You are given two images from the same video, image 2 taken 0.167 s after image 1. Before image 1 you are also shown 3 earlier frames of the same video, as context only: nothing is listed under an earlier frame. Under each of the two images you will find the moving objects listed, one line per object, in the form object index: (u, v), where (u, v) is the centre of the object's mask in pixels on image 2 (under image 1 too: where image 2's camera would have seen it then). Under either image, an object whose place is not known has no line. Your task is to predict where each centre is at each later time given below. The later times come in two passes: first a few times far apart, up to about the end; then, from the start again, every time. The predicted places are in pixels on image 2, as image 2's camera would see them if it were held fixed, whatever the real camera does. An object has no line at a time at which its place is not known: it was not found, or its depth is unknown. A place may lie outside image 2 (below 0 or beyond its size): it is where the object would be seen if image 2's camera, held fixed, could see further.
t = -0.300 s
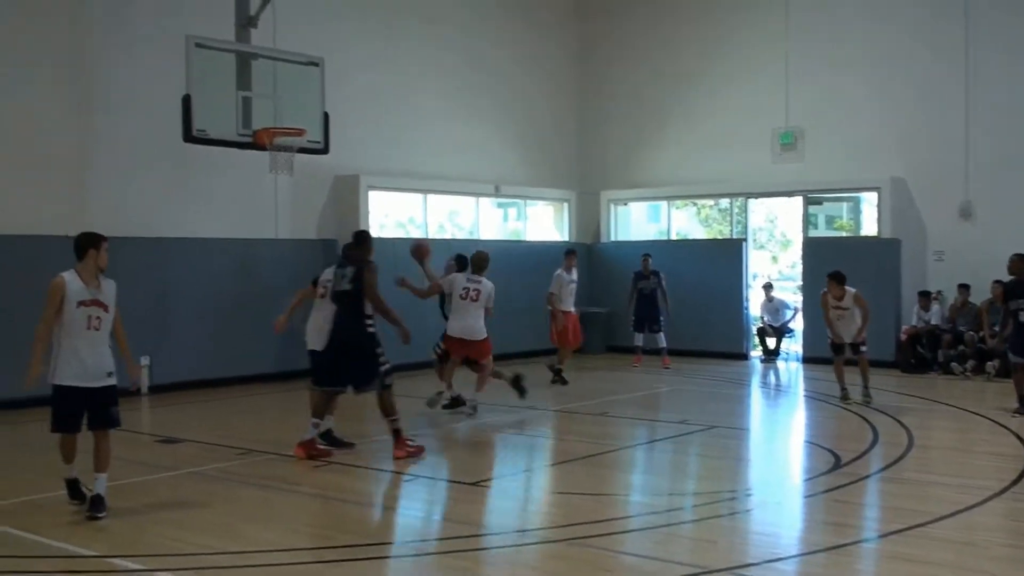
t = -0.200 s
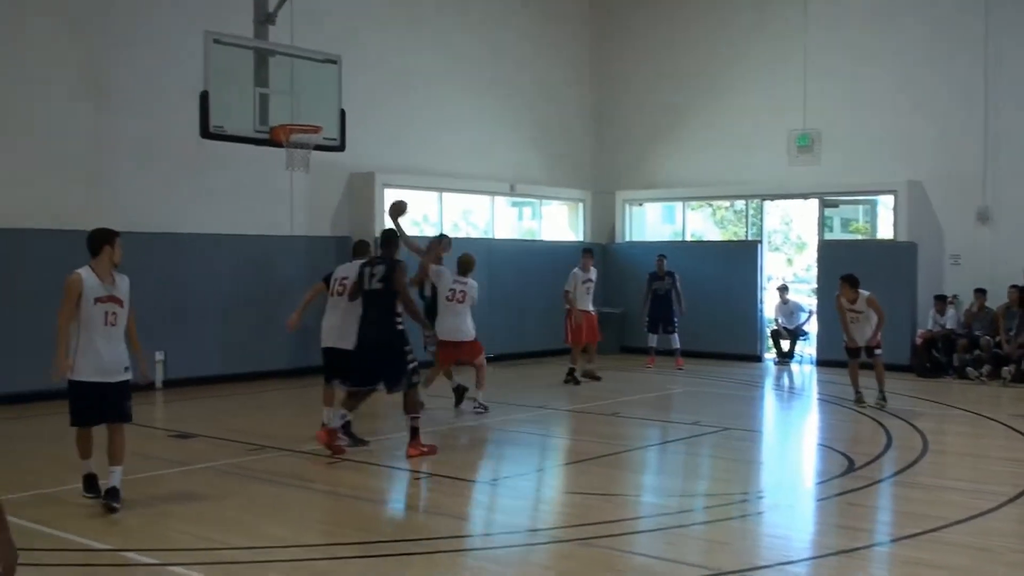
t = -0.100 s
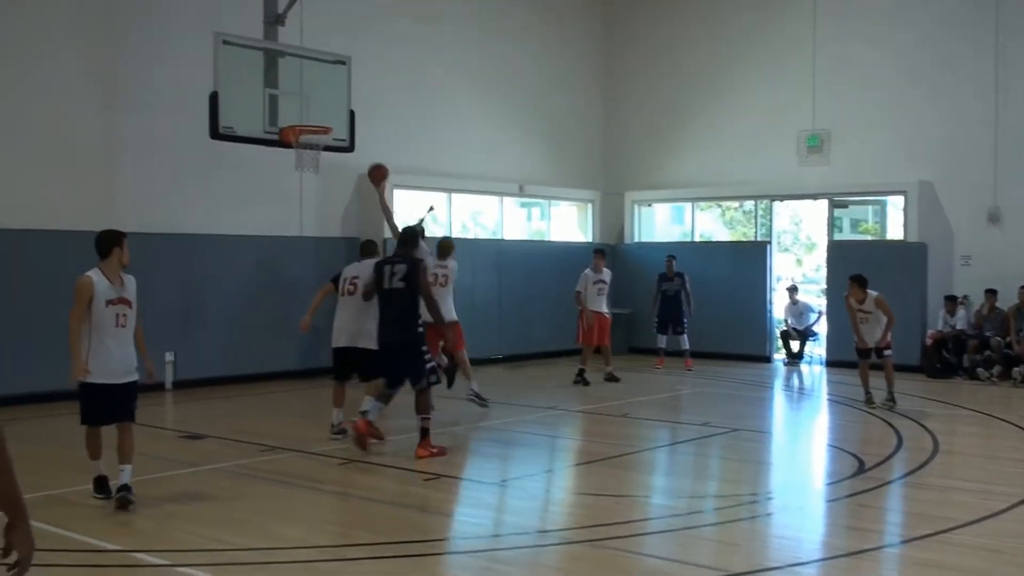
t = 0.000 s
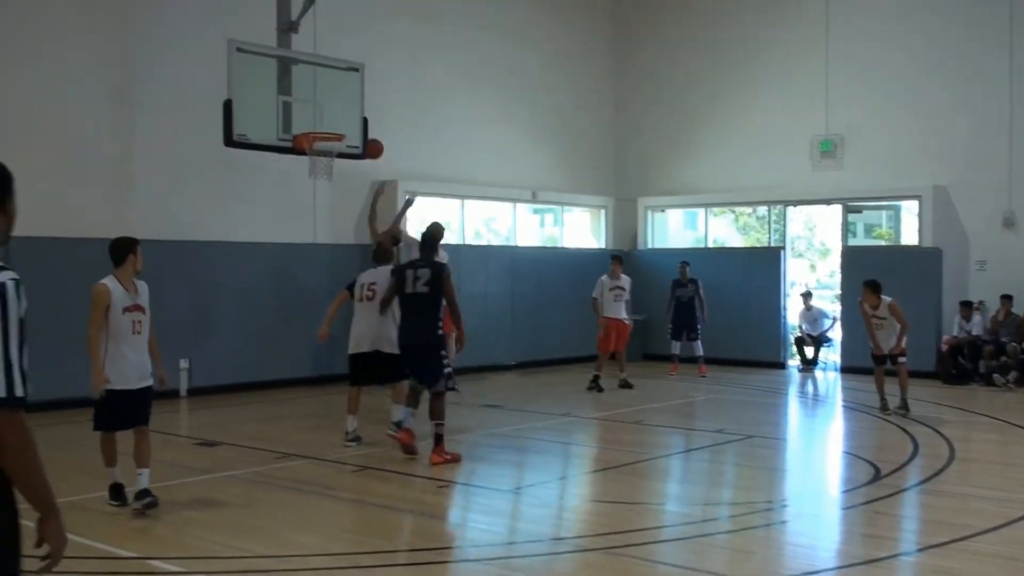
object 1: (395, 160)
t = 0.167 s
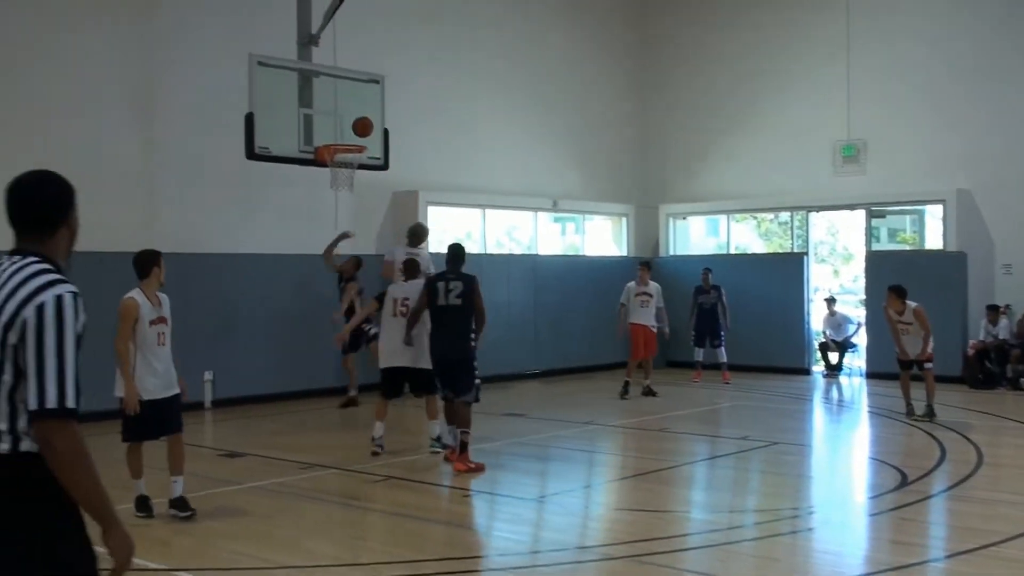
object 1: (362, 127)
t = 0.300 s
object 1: (339, 118)
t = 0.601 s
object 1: (331, 130)
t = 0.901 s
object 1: (341, 127)
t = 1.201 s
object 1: (351, 137)
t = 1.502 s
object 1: (354, 176)
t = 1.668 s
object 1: (348, 209)
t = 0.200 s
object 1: (356, 123)
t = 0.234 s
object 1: (350, 121)
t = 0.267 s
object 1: (344, 119)
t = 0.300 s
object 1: (339, 118)
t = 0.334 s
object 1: (338, 115)
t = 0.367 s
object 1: (337, 114)
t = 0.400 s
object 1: (336, 113)
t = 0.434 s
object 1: (335, 113)
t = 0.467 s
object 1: (334, 114)
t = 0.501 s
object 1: (334, 117)
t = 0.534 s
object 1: (333, 120)
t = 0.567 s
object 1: (332, 125)
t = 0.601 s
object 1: (331, 130)
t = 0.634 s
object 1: (331, 134)
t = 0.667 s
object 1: (332, 131)
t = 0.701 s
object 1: (333, 127)
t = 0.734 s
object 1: (334, 125)
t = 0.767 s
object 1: (336, 123)
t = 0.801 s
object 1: (337, 123)
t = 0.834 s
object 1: (338, 123)
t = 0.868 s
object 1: (339, 125)
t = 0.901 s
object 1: (341, 127)
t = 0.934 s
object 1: (342, 131)
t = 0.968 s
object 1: (343, 134)
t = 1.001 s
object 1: (345, 133)
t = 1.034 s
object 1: (345, 133)
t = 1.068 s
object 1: (347, 133)
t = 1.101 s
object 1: (348, 134)
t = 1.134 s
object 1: (349, 136)
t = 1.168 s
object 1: (350, 136)
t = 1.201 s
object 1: (351, 137)
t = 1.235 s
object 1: (353, 138)
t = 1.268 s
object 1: (353, 138)
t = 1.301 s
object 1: (354, 145)
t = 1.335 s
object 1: (354, 149)
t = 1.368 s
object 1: (355, 153)
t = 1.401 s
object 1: (357, 157)
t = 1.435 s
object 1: (355, 166)
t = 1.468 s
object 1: (355, 172)
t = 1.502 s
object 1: (354, 176)
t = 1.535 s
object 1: (353, 181)
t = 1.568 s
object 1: (351, 187)
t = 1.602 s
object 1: (350, 193)
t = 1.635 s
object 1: (349, 200)
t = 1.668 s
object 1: (348, 209)
